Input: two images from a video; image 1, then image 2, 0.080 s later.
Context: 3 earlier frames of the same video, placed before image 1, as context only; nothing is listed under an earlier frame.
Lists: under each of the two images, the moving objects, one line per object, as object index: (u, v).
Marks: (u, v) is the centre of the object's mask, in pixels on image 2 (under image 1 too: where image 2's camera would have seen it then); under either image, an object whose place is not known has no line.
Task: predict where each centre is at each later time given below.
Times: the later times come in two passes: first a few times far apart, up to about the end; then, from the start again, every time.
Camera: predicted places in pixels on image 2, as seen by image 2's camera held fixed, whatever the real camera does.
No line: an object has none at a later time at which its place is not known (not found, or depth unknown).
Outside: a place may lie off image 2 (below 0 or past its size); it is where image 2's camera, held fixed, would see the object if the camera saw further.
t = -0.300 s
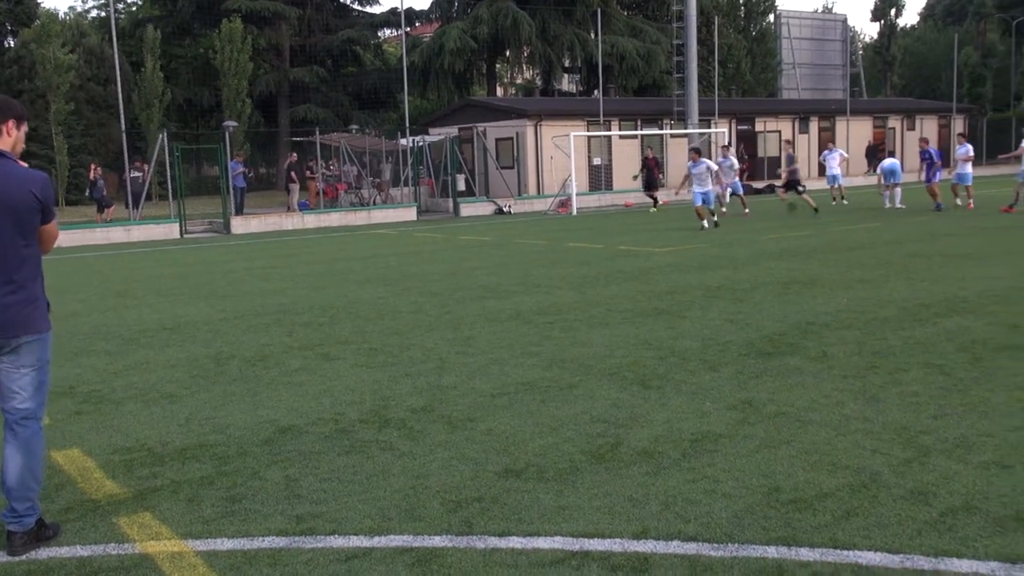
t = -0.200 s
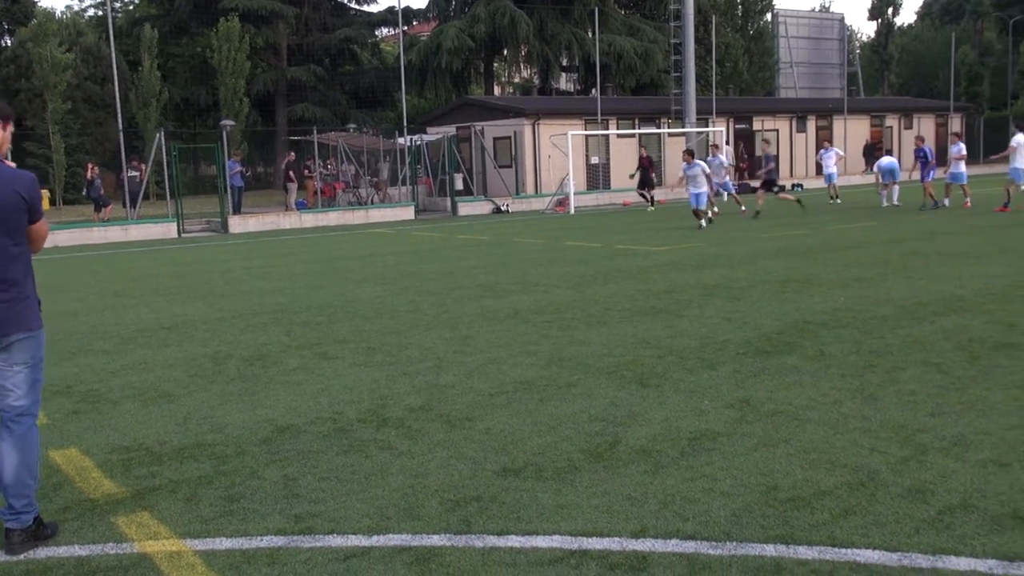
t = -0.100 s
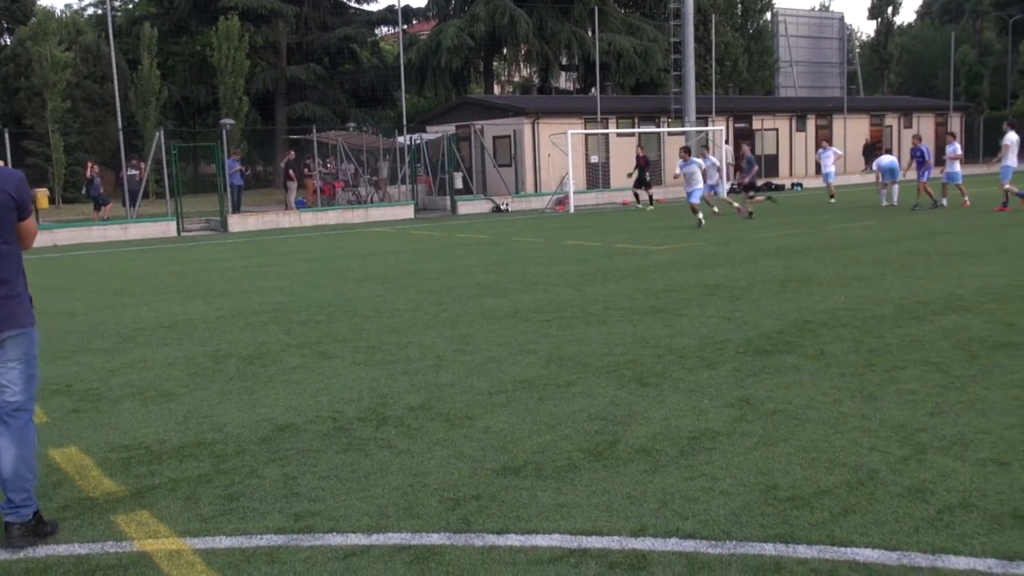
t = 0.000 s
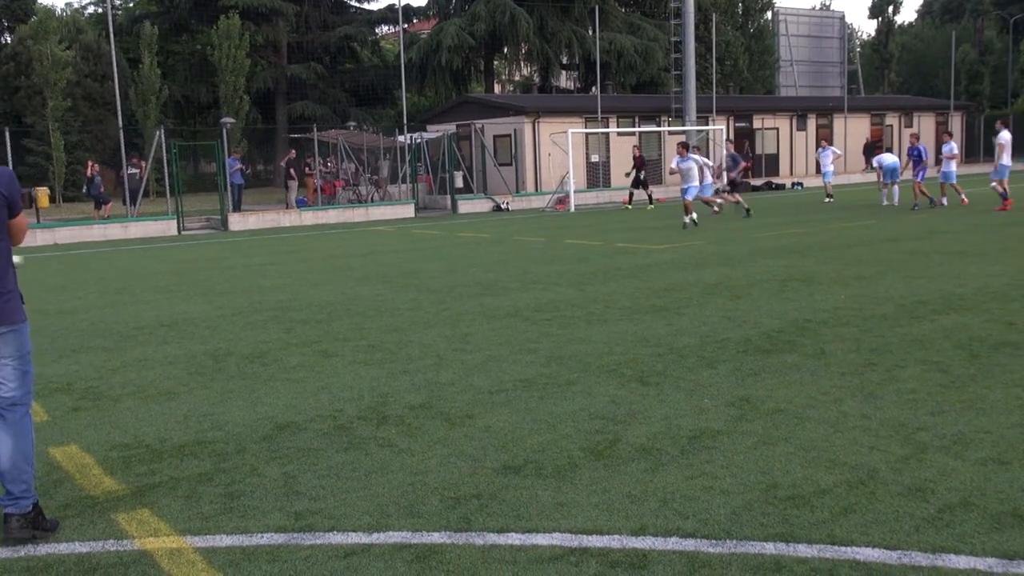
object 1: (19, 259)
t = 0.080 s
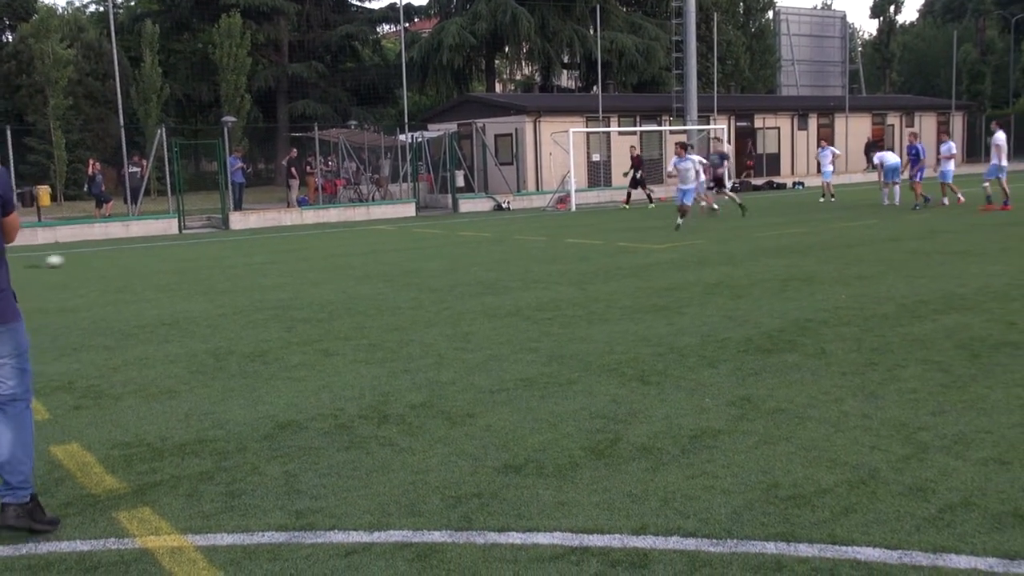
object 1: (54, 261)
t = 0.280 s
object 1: (154, 262)
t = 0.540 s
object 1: (284, 264)
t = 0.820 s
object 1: (412, 261)
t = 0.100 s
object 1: (63, 261)
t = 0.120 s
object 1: (73, 262)
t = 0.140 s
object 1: (83, 262)
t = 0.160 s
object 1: (93, 262)
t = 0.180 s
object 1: (103, 261)
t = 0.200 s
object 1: (114, 261)
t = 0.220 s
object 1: (123, 260)
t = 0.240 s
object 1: (133, 260)
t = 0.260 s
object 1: (144, 261)
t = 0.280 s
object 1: (154, 262)
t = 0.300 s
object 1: (164, 262)
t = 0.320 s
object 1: (175, 264)
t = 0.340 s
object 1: (184, 263)
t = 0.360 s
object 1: (194, 262)
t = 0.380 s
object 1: (204, 261)
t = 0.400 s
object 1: (214, 260)
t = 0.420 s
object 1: (224, 260)
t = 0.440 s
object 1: (233, 261)
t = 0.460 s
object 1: (243, 261)
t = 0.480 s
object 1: (253, 262)
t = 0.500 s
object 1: (263, 264)
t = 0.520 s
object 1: (274, 265)
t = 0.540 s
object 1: (284, 264)
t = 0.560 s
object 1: (292, 263)
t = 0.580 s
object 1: (301, 263)
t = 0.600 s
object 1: (310, 262)
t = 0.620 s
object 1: (320, 261)
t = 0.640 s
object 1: (329, 261)
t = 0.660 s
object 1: (339, 262)
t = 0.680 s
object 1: (348, 263)
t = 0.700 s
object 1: (357, 264)
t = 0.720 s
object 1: (367, 265)
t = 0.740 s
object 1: (377, 266)
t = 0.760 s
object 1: (386, 266)
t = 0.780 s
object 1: (394, 264)
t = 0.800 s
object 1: (403, 262)
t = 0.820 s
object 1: (412, 261)
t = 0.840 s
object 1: (420, 260)
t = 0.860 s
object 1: (429, 259)
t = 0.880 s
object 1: (438, 259)
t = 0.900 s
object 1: (447, 259)
